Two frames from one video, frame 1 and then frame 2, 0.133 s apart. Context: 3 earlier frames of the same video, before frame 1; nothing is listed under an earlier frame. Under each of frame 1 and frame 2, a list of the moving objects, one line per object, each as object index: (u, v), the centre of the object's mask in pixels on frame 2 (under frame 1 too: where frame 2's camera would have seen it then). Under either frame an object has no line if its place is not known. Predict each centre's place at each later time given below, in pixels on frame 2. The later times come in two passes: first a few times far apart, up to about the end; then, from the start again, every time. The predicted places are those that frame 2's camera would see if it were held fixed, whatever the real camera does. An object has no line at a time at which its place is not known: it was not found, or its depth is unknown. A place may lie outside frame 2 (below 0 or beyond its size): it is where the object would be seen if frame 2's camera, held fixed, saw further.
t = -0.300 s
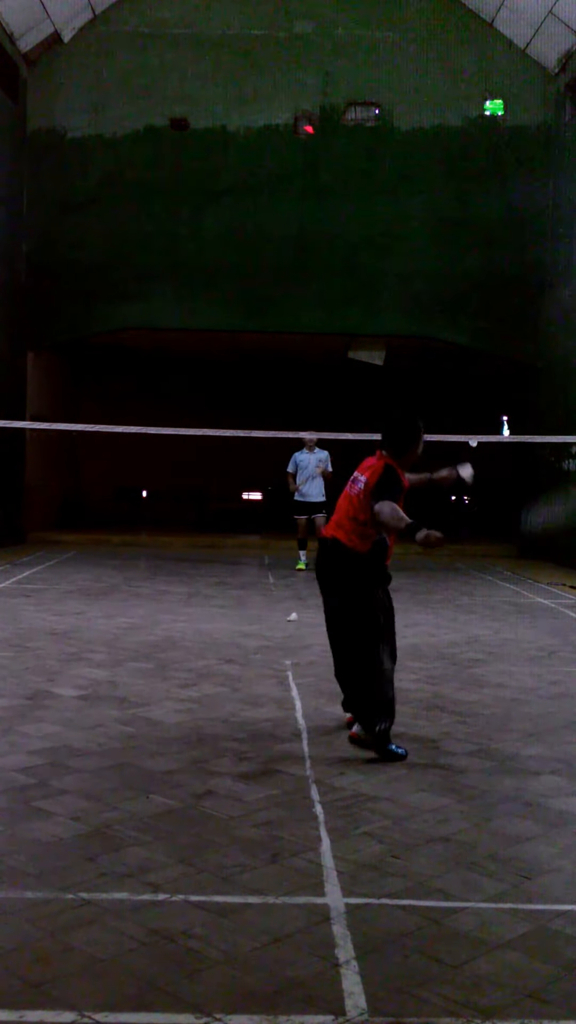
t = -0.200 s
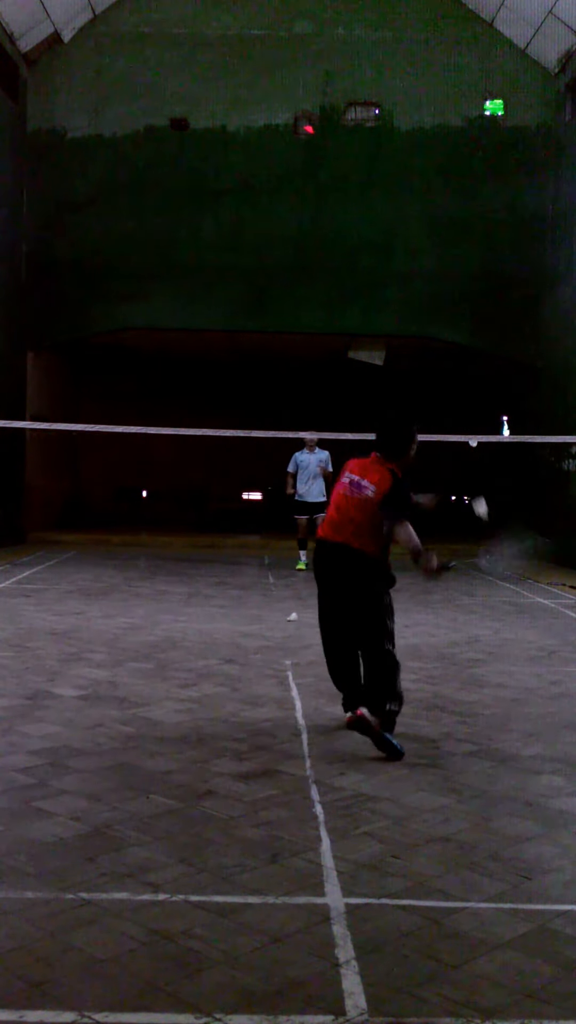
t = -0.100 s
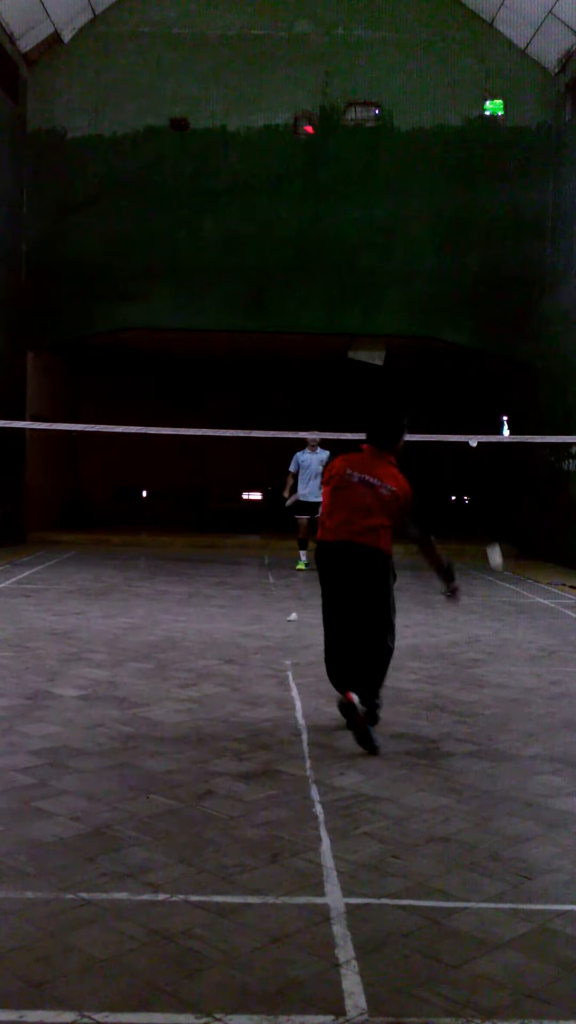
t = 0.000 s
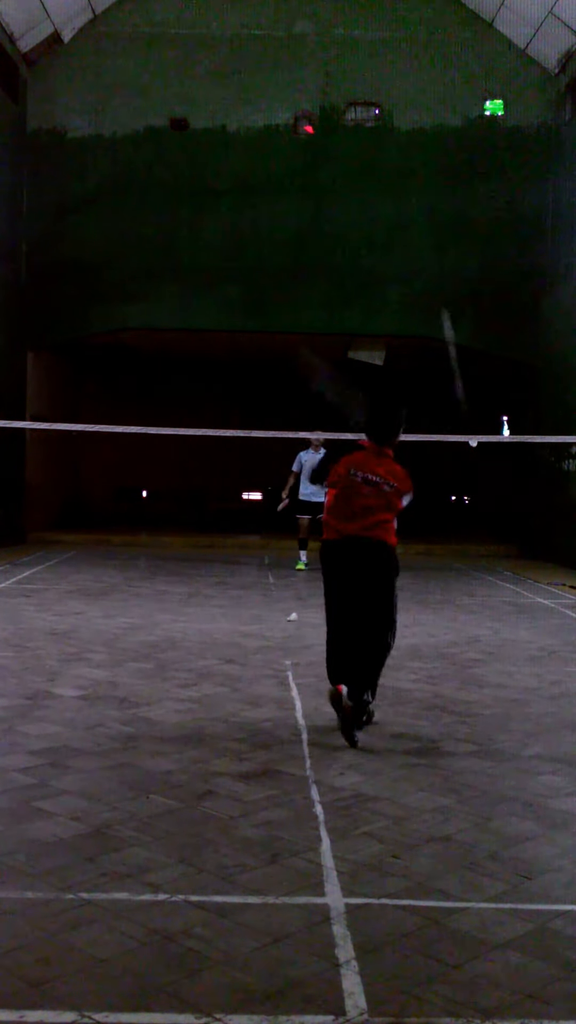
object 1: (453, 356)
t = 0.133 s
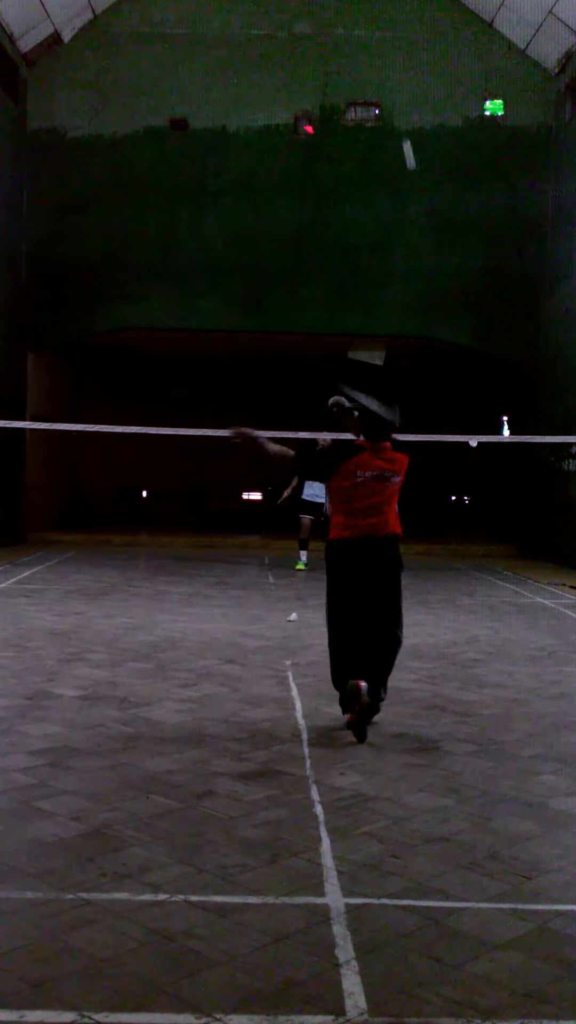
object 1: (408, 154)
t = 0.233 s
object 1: (394, 101)
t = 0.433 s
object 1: (376, 67)
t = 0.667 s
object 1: (361, 84)
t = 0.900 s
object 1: (351, 139)
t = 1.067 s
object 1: (345, 194)
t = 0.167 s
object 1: (403, 132)
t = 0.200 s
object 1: (398, 115)
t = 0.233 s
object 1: (394, 101)
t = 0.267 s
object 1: (390, 91)
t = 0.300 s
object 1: (387, 82)
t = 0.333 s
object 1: (384, 76)
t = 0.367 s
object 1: (381, 71)
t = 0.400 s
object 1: (378, 68)
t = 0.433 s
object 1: (376, 67)
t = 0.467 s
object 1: (373, 67)
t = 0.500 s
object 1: (371, 67)
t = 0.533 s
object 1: (369, 68)
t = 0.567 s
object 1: (367, 71)
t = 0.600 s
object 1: (365, 74)
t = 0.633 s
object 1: (363, 79)
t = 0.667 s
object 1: (361, 84)
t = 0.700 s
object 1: (359, 90)
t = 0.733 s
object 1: (358, 96)
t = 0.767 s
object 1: (356, 104)
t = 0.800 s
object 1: (355, 111)
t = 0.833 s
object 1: (353, 118)
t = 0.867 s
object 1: (352, 129)
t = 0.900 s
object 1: (351, 139)
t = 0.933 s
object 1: (349, 150)
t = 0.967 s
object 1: (348, 160)
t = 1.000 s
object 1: (347, 170)
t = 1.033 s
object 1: (346, 183)
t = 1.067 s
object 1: (345, 194)
